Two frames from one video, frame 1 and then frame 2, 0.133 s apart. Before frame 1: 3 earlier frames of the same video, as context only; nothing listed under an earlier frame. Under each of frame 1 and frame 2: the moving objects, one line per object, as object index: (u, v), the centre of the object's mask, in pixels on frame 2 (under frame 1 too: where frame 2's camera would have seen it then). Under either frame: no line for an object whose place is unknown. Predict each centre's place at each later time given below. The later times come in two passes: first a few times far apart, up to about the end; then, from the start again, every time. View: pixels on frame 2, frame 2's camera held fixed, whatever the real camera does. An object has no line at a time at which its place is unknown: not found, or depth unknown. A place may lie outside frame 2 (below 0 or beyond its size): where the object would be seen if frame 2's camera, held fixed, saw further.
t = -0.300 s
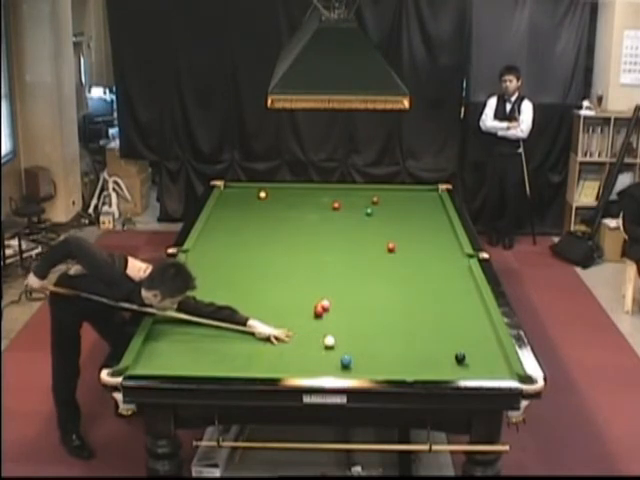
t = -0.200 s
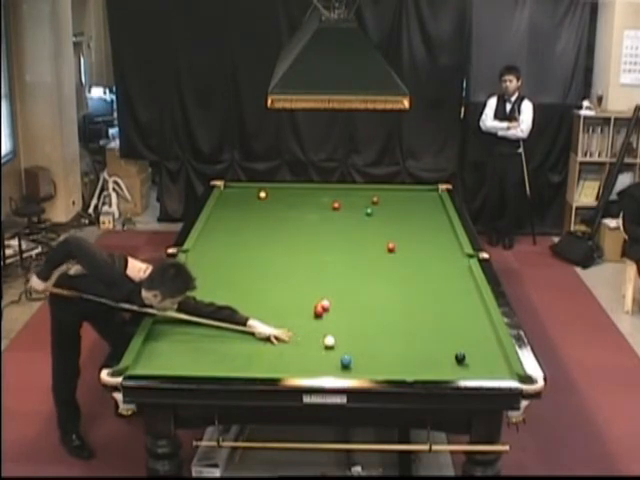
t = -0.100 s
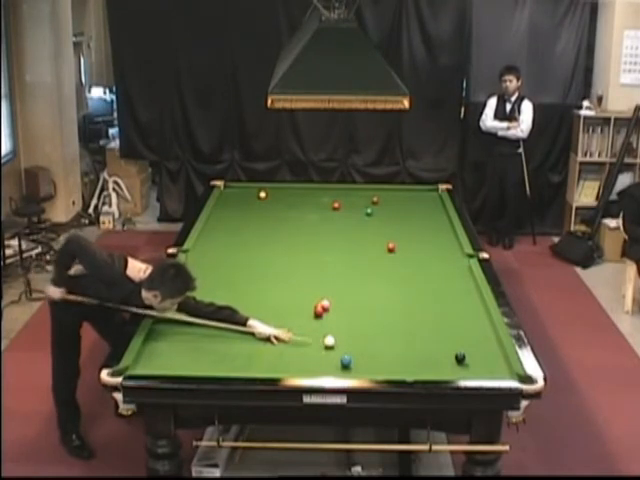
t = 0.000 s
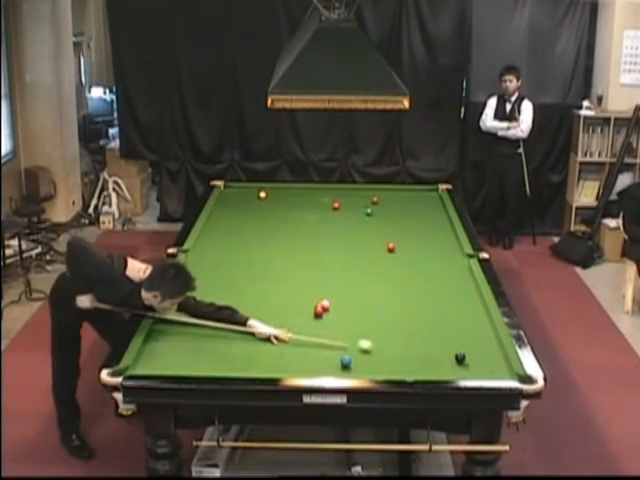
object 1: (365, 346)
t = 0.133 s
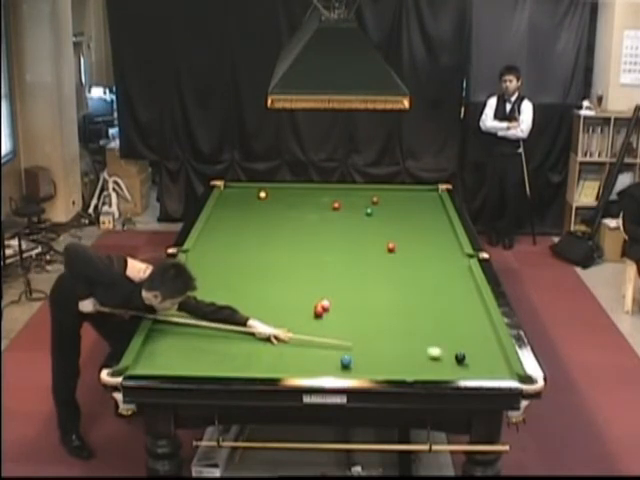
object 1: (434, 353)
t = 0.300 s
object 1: (471, 347)
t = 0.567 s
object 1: (494, 334)
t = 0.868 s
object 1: (474, 324)
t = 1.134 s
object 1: (458, 315)
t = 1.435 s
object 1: (443, 305)
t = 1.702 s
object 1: (431, 298)
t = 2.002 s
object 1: (419, 291)
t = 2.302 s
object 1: (408, 284)
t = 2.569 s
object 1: (399, 279)
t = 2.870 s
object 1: (391, 273)
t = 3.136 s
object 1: (384, 269)
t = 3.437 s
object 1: (378, 265)
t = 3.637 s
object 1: (374, 262)
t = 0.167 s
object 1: (449, 354)
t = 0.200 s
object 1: (457, 353)
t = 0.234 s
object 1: (462, 351)
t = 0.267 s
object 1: (467, 349)
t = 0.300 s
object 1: (471, 347)
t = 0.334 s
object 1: (475, 345)
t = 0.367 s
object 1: (478, 344)
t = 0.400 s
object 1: (481, 342)
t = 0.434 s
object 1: (484, 341)
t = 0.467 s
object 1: (487, 339)
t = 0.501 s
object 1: (489, 337)
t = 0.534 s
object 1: (492, 336)
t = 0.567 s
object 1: (494, 334)
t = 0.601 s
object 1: (491, 333)
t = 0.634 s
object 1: (489, 332)
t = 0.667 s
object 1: (487, 331)
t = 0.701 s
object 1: (485, 330)
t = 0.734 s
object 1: (483, 328)
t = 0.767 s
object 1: (480, 327)
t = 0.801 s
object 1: (478, 326)
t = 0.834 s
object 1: (476, 325)
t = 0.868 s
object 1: (474, 324)
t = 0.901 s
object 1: (472, 322)
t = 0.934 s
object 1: (470, 321)
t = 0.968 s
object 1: (468, 320)
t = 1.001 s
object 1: (466, 319)
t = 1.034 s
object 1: (464, 318)
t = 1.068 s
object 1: (462, 317)
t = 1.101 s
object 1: (460, 316)
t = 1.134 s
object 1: (458, 315)
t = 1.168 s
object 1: (457, 313)
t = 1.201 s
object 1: (455, 312)
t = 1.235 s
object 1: (453, 311)
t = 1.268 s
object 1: (451, 310)
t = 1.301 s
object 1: (450, 309)
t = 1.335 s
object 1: (448, 308)
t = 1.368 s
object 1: (446, 307)
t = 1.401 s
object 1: (445, 306)
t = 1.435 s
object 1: (443, 305)
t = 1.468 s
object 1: (441, 304)
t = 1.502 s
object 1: (440, 303)
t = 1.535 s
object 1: (438, 302)
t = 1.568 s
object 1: (437, 302)
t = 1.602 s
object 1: (435, 301)
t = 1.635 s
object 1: (434, 300)
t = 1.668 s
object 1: (432, 299)
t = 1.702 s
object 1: (431, 298)
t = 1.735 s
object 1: (430, 297)
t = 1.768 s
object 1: (428, 296)
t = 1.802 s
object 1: (427, 296)
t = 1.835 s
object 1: (426, 295)
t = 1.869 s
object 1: (424, 294)
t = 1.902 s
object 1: (423, 293)
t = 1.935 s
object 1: (422, 292)
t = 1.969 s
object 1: (420, 291)
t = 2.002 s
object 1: (419, 291)
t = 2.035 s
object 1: (418, 290)
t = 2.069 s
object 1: (416, 289)
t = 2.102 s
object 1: (415, 288)
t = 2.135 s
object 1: (414, 287)
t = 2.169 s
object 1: (413, 287)
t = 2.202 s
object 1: (411, 286)
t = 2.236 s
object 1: (410, 285)
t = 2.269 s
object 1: (409, 285)
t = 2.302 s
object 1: (408, 284)
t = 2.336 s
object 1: (407, 283)
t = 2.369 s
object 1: (406, 283)
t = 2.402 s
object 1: (405, 282)
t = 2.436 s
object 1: (404, 281)
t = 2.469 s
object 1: (403, 281)
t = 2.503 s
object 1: (402, 280)
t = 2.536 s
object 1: (401, 279)
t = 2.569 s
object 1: (399, 279)
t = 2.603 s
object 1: (399, 278)
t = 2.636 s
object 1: (398, 277)
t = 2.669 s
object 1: (397, 277)
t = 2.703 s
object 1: (396, 276)
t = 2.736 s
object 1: (395, 276)
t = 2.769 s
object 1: (394, 275)
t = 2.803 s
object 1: (393, 274)
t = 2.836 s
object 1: (392, 274)
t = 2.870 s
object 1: (391, 273)
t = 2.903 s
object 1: (390, 273)
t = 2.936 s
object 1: (389, 272)
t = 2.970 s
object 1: (388, 272)
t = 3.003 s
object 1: (388, 271)
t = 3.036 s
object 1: (387, 270)
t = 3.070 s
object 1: (386, 270)
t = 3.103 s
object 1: (385, 270)
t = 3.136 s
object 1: (384, 269)
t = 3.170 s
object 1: (383, 268)
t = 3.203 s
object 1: (383, 268)
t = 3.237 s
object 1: (382, 268)
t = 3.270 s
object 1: (381, 267)
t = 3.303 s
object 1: (381, 266)
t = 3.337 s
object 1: (380, 266)
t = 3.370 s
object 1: (379, 266)
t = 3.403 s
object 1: (378, 265)
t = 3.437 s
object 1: (378, 265)
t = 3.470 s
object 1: (377, 264)
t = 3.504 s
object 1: (376, 264)
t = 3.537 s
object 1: (376, 263)
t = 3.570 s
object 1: (375, 263)
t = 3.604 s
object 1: (374, 263)
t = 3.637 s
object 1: (374, 262)
